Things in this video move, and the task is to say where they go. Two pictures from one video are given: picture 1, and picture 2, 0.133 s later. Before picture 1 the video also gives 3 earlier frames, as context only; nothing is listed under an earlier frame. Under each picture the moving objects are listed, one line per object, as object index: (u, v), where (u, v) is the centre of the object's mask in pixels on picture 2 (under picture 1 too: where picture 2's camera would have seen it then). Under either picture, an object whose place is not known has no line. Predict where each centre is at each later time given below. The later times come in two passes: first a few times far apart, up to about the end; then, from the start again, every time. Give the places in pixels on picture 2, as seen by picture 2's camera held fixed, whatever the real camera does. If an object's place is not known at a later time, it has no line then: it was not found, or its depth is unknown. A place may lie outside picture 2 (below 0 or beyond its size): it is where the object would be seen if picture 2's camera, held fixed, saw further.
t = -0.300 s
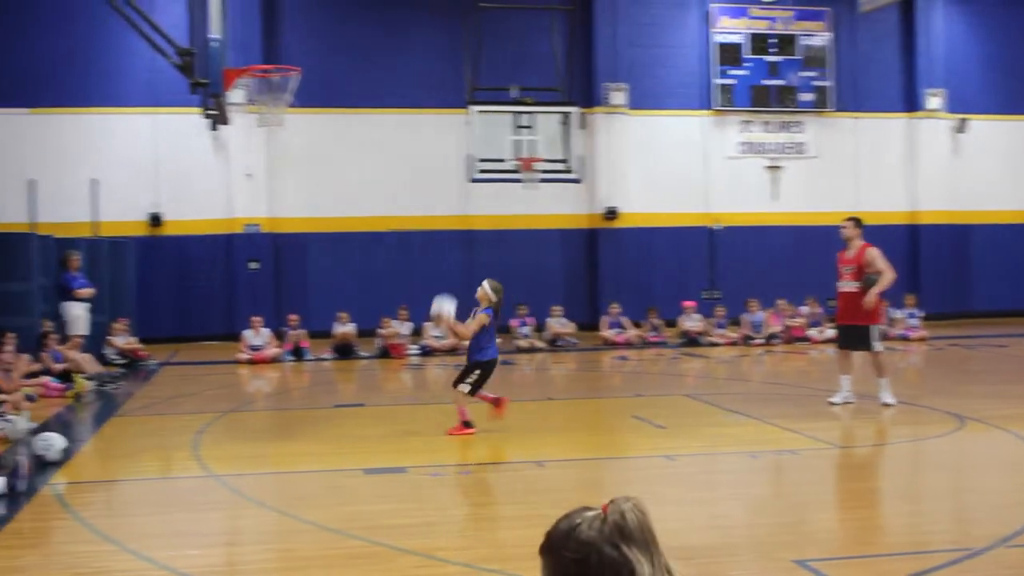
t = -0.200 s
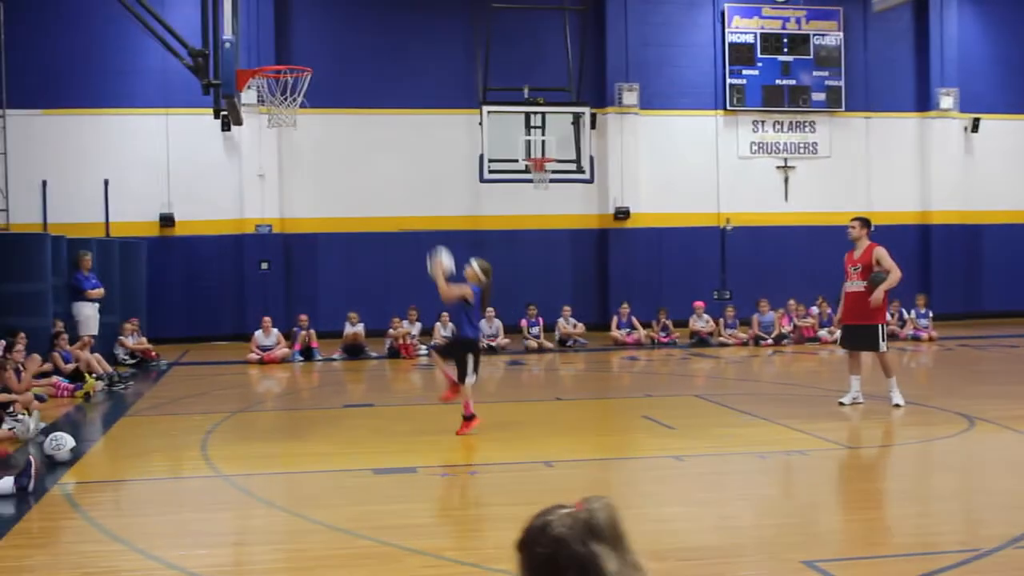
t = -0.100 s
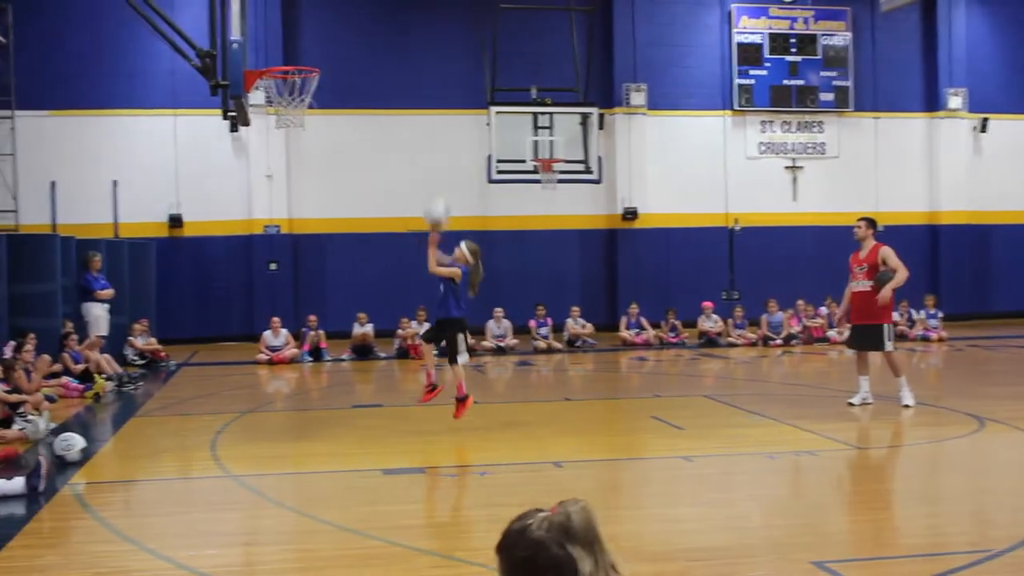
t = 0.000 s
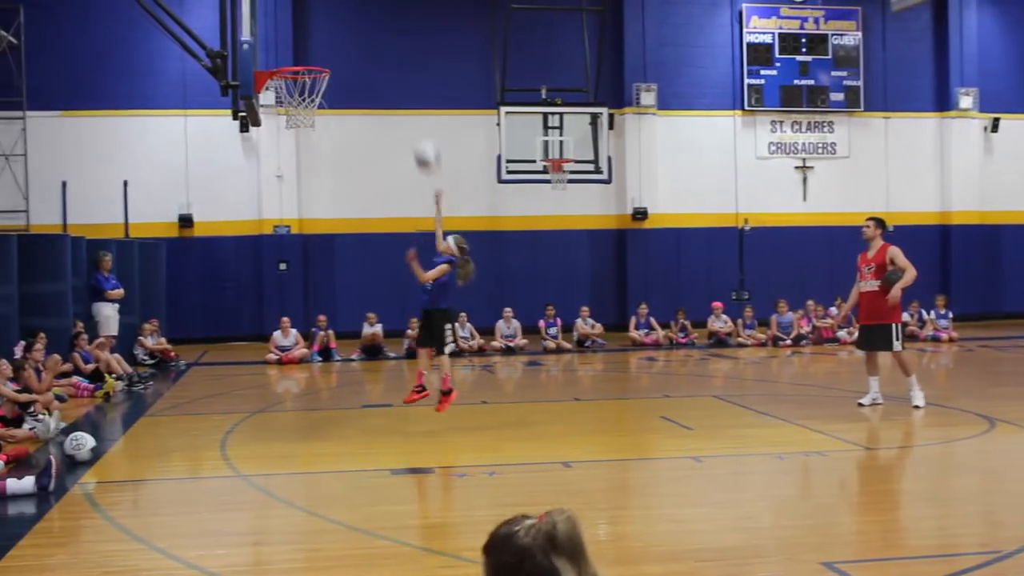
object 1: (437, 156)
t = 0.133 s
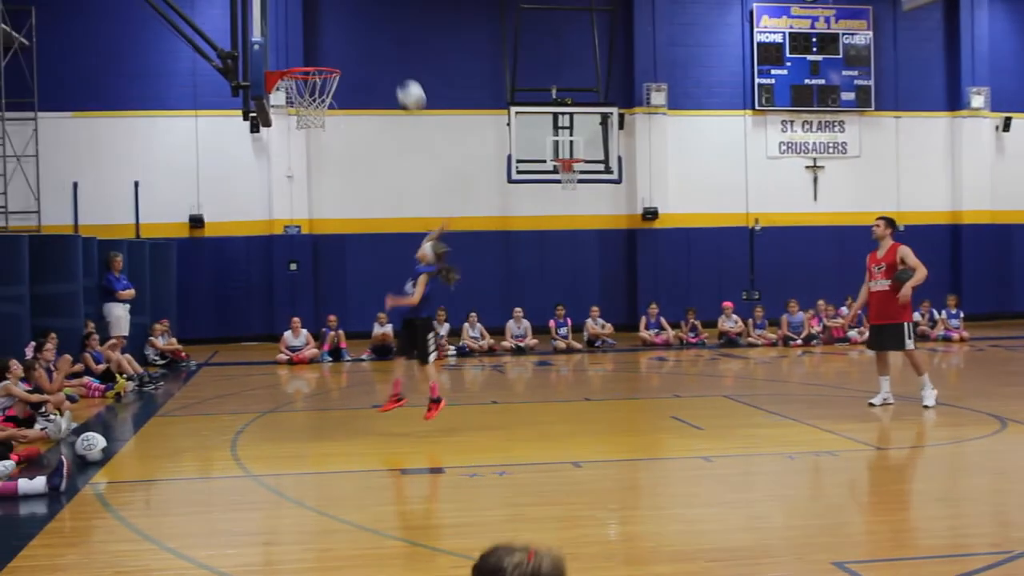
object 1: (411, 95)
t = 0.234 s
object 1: (392, 66)
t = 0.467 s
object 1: (349, 38)
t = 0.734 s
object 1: (304, 84)
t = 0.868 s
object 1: (293, 106)
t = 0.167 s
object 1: (405, 85)
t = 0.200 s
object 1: (399, 75)
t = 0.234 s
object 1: (392, 66)
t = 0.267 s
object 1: (386, 59)
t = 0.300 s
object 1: (380, 52)
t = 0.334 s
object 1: (373, 47)
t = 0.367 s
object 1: (367, 43)
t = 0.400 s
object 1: (361, 40)
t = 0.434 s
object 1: (355, 38)
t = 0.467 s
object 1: (349, 38)
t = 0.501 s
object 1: (343, 39)
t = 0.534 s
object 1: (337, 42)
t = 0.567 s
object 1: (331, 46)
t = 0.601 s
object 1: (326, 51)
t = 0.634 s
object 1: (320, 55)
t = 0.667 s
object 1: (314, 59)
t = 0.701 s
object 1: (309, 73)
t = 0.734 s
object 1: (304, 84)
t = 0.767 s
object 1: (297, 93)
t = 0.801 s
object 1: (294, 98)
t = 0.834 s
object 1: (294, 103)
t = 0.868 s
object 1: (293, 106)
